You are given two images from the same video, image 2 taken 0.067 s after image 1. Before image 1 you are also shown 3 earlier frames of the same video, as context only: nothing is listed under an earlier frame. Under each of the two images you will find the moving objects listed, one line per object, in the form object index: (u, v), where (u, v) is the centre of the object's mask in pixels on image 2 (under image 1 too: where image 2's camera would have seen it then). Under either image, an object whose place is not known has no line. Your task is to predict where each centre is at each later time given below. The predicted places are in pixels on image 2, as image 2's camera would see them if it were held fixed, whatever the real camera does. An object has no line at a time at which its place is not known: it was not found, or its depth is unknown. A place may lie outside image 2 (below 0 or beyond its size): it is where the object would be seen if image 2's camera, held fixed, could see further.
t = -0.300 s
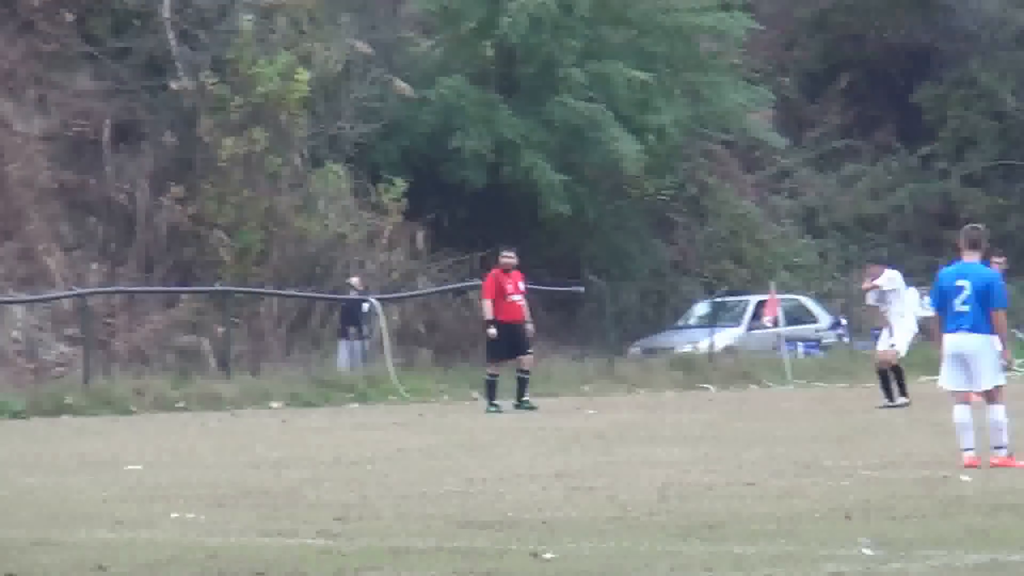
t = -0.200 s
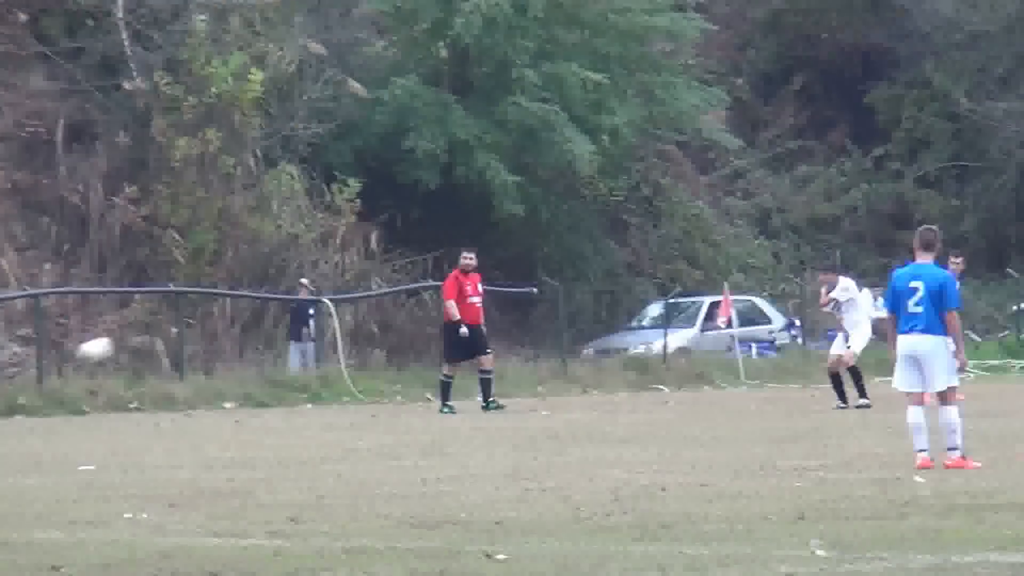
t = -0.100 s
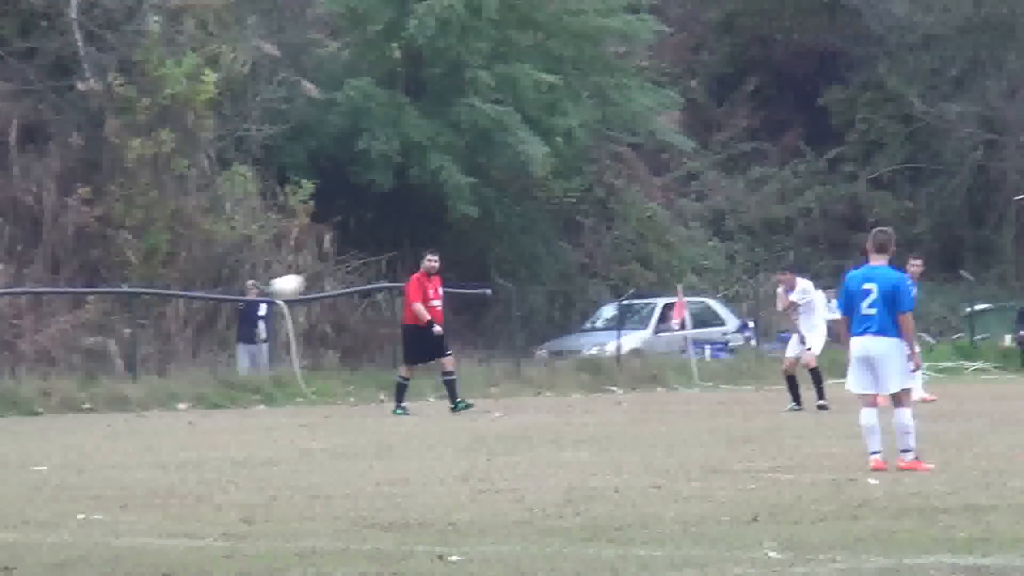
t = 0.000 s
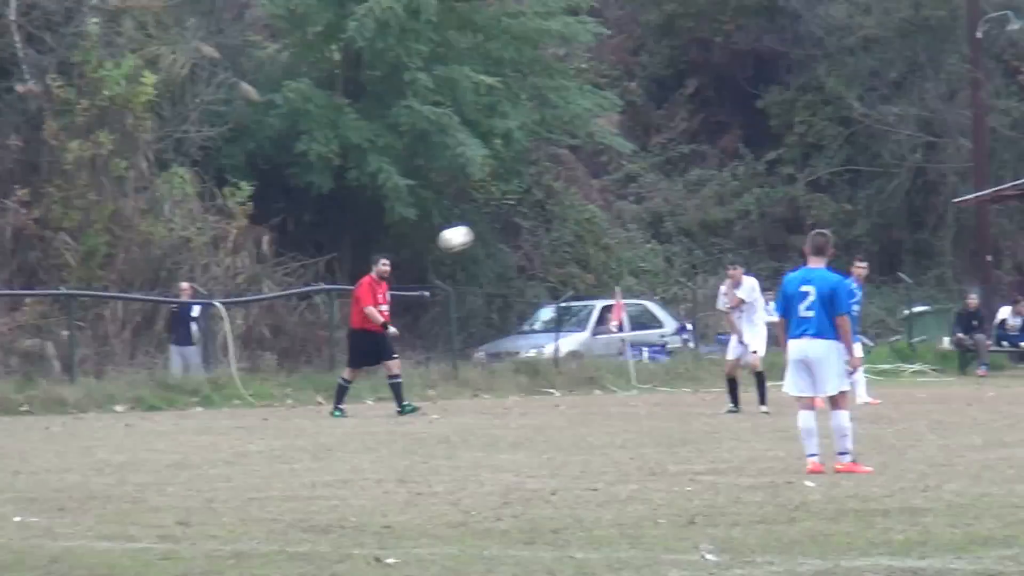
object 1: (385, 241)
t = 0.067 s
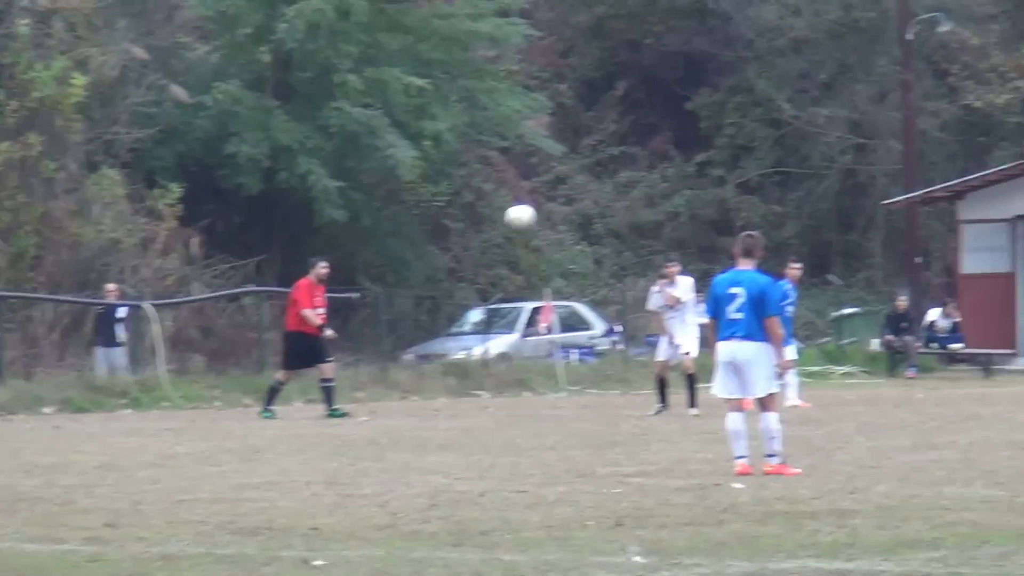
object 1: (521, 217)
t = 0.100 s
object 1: (608, 202)
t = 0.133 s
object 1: (696, 189)
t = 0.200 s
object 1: (816, 173)
